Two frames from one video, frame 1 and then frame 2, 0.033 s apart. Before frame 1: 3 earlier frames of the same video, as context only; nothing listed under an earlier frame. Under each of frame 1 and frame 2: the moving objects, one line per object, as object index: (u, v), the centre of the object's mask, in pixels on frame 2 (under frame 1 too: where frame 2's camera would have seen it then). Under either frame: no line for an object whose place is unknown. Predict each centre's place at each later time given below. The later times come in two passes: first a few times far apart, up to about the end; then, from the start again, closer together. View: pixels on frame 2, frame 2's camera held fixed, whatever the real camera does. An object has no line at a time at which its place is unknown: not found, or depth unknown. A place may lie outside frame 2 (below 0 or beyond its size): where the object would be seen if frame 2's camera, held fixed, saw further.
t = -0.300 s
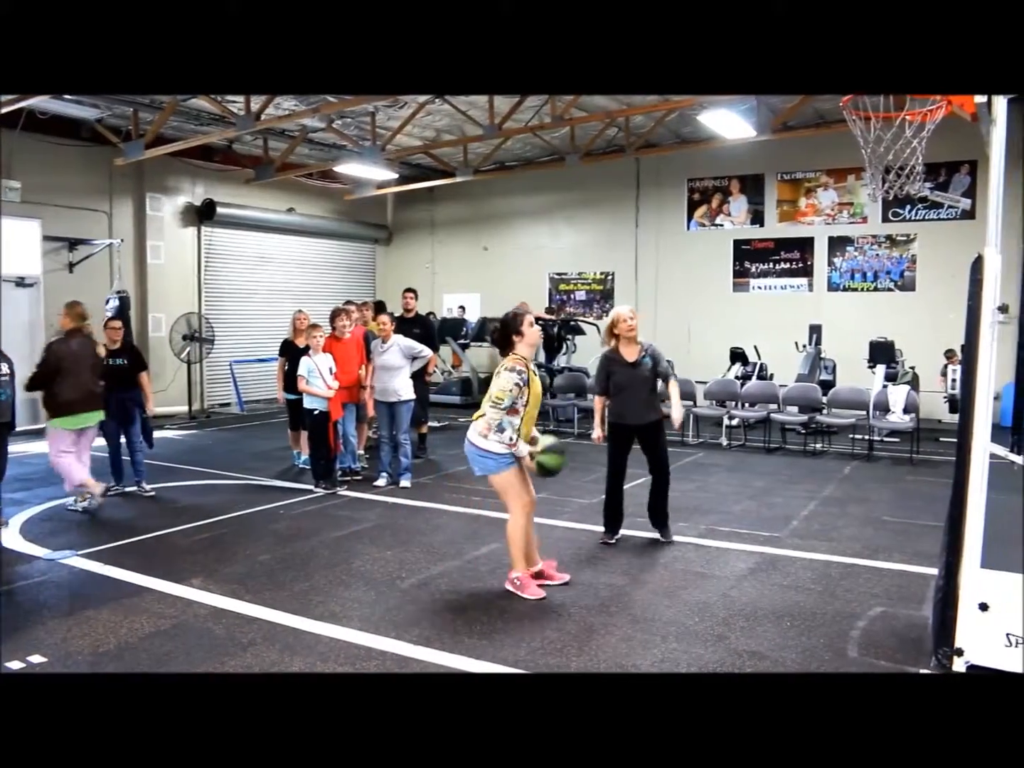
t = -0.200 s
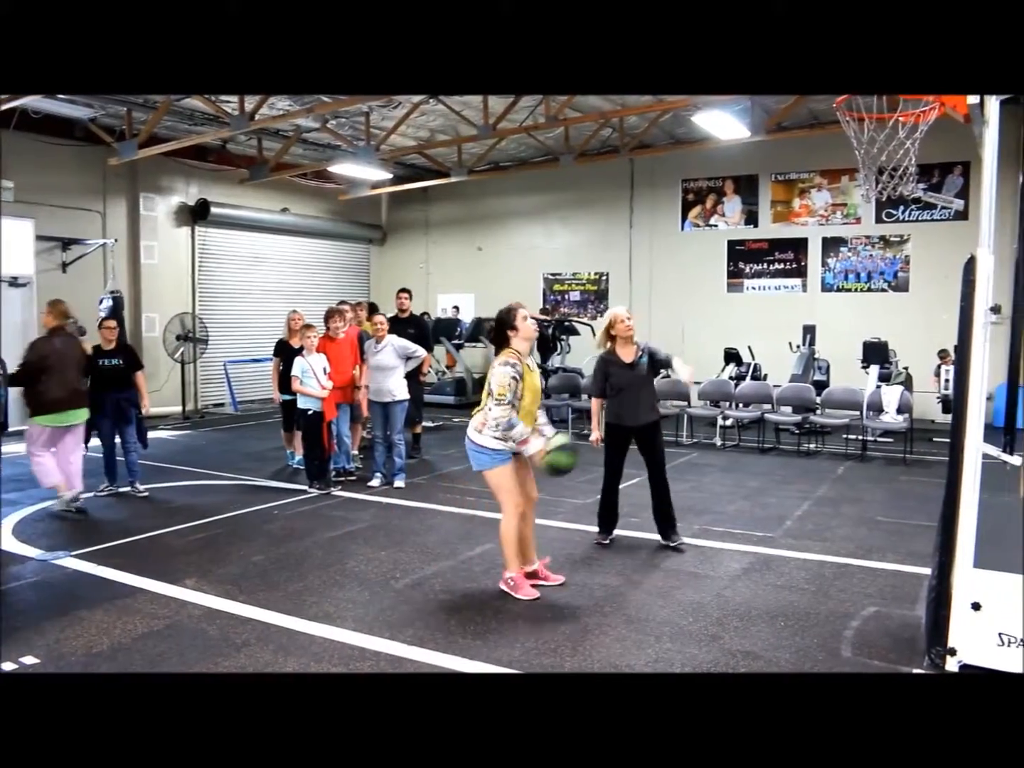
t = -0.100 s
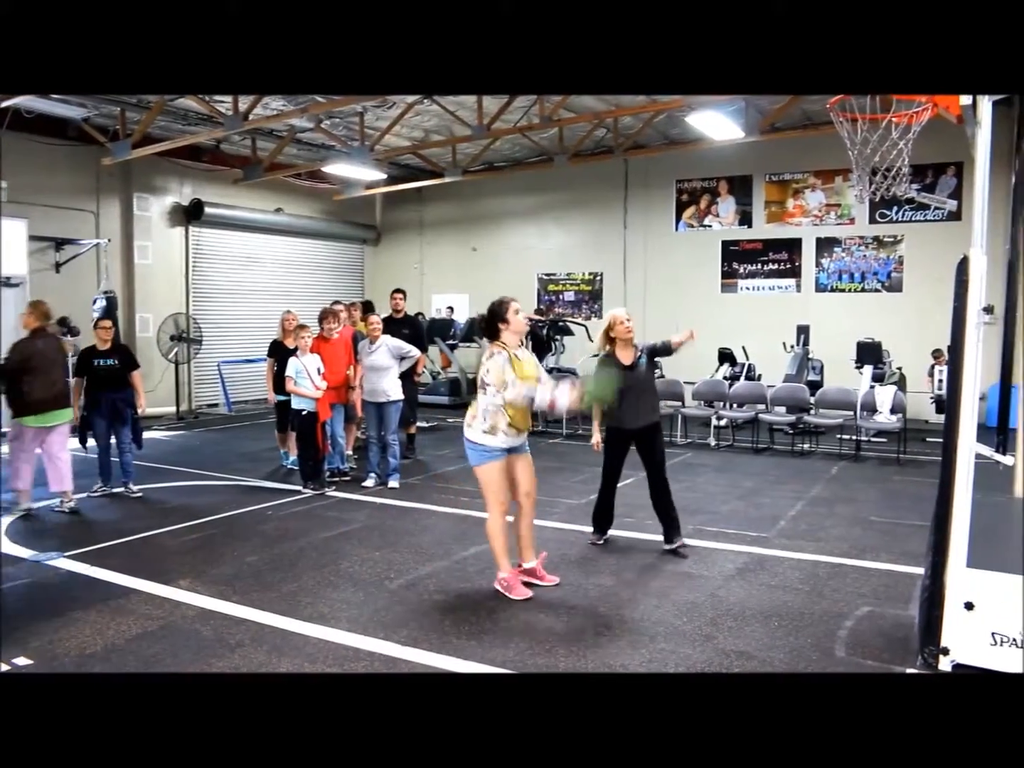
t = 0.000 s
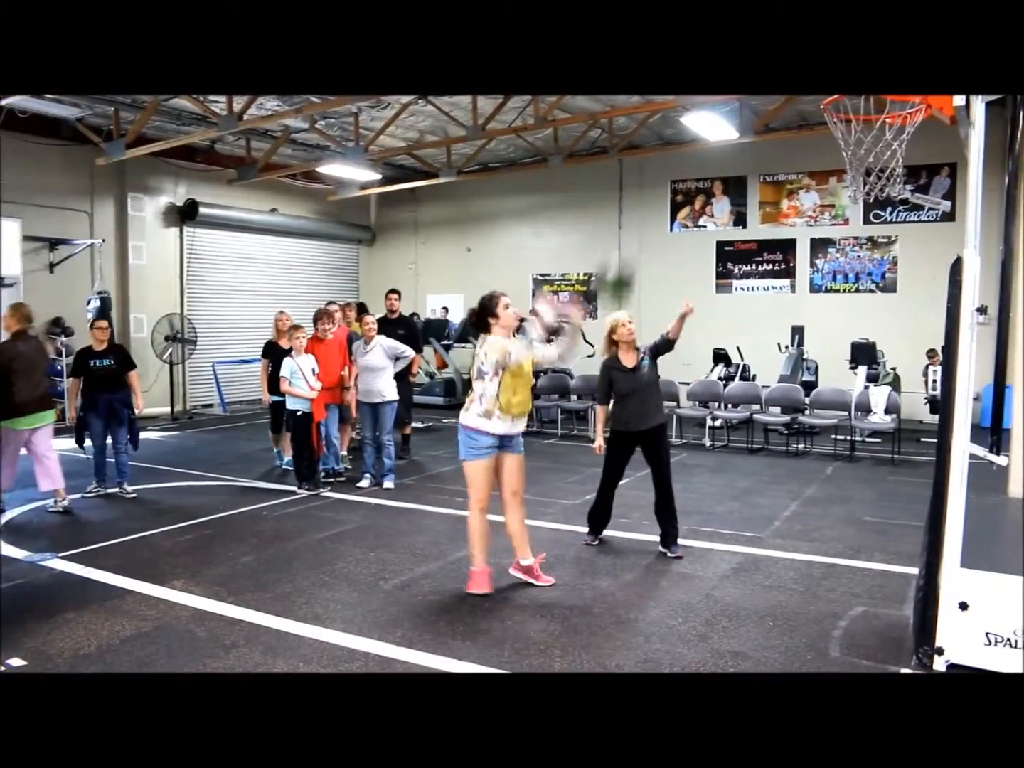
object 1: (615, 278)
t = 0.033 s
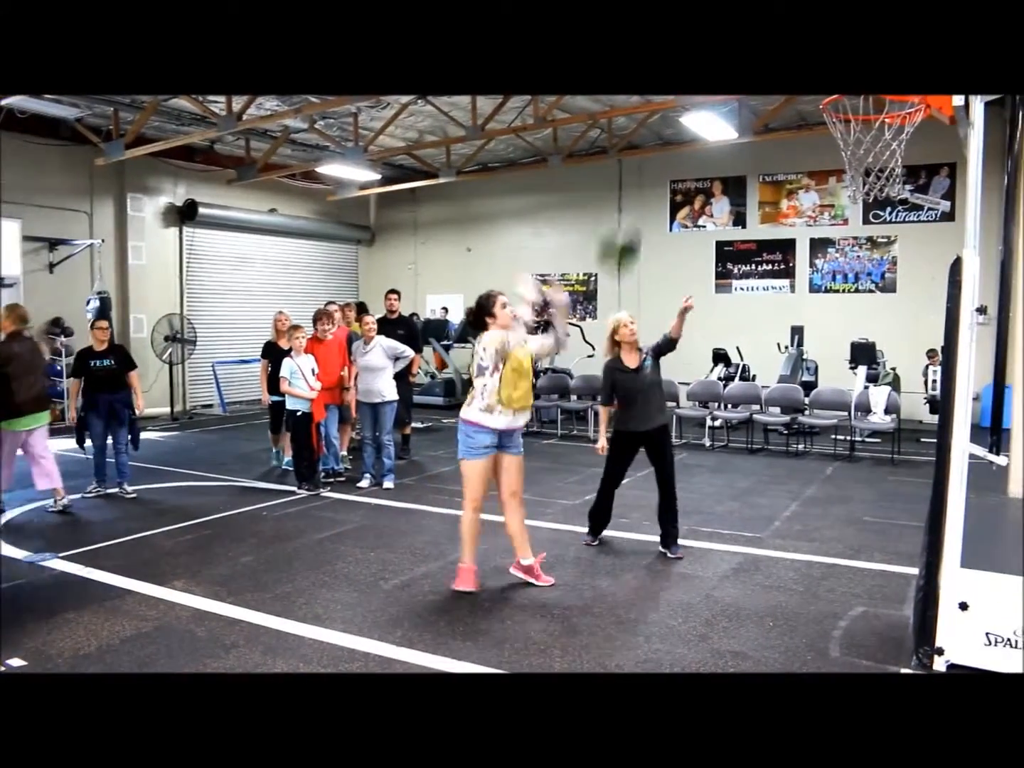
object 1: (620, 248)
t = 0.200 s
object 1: (645, 106)
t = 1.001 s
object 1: (771, 103)
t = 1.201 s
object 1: (803, 293)
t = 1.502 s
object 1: (843, 516)
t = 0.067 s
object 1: (624, 207)
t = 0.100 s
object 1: (629, 177)
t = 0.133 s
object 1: (633, 147)
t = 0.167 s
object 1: (637, 123)
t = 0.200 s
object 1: (645, 106)
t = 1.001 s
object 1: (771, 103)
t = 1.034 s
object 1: (777, 122)
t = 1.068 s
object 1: (783, 146)
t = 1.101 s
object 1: (786, 177)
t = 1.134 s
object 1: (789, 213)
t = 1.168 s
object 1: (799, 249)
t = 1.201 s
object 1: (803, 293)
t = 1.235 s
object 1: (809, 332)
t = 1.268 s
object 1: (815, 373)
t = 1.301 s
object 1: (815, 422)
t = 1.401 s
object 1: (827, 556)
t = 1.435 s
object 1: (831, 596)
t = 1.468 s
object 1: (837, 552)
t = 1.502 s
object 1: (843, 516)
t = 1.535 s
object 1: (848, 481)
